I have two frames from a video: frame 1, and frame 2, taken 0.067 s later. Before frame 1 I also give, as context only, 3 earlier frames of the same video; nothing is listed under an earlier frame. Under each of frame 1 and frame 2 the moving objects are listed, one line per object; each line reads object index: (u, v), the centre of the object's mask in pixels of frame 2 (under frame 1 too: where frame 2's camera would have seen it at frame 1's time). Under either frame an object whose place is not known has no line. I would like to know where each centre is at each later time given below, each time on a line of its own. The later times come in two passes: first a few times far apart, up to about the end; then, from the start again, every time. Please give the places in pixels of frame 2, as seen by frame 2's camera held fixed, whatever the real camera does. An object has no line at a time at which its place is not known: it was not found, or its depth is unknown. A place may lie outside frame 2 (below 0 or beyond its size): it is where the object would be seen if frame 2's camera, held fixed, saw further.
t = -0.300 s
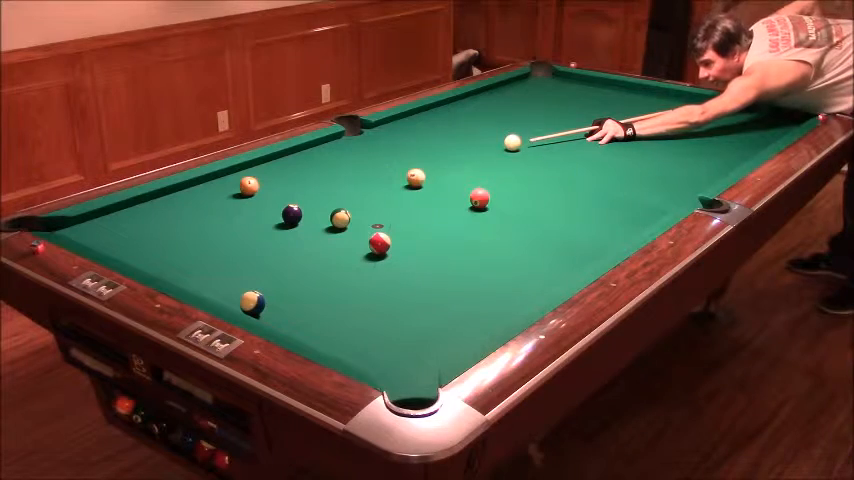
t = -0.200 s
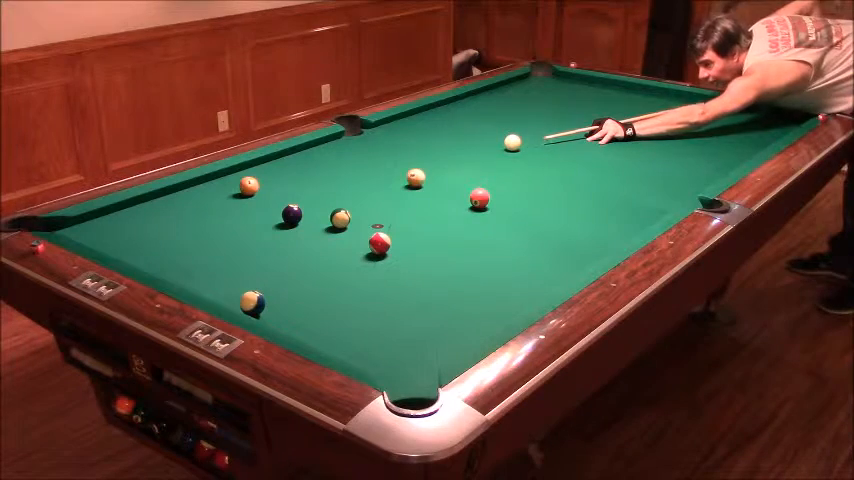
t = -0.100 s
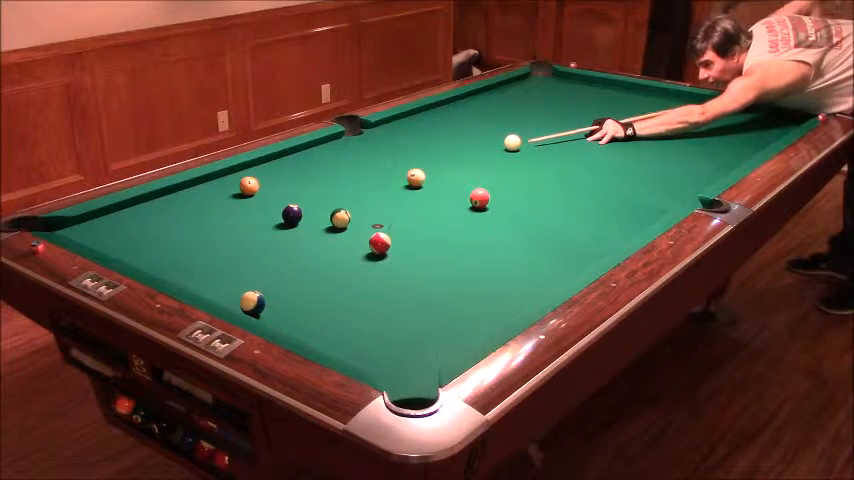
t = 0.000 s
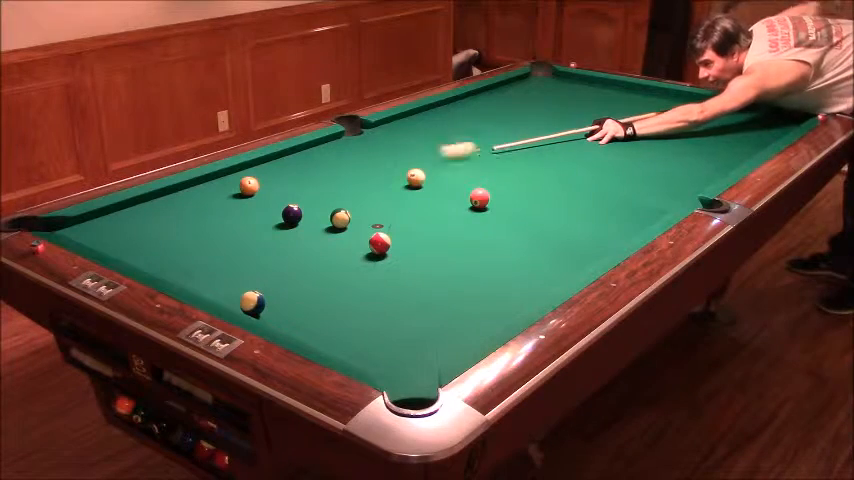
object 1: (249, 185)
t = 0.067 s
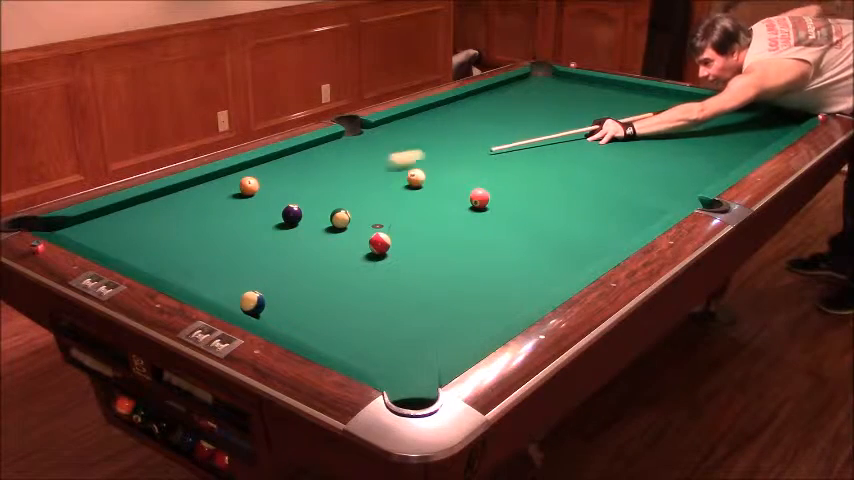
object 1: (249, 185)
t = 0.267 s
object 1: (240, 186)
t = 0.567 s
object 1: (36, 227)
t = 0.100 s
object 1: (249, 185)
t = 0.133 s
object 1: (249, 185)
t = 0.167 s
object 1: (249, 185)
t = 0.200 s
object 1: (249, 185)
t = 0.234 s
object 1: (249, 185)
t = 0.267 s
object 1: (240, 186)
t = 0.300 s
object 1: (215, 192)
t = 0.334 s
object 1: (201, 192)
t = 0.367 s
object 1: (172, 198)
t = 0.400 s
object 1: (144, 204)
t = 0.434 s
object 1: (120, 213)
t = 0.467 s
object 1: (96, 219)
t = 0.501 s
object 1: (74, 224)
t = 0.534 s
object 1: (51, 227)
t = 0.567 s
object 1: (36, 227)
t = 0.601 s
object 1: (27, 228)
